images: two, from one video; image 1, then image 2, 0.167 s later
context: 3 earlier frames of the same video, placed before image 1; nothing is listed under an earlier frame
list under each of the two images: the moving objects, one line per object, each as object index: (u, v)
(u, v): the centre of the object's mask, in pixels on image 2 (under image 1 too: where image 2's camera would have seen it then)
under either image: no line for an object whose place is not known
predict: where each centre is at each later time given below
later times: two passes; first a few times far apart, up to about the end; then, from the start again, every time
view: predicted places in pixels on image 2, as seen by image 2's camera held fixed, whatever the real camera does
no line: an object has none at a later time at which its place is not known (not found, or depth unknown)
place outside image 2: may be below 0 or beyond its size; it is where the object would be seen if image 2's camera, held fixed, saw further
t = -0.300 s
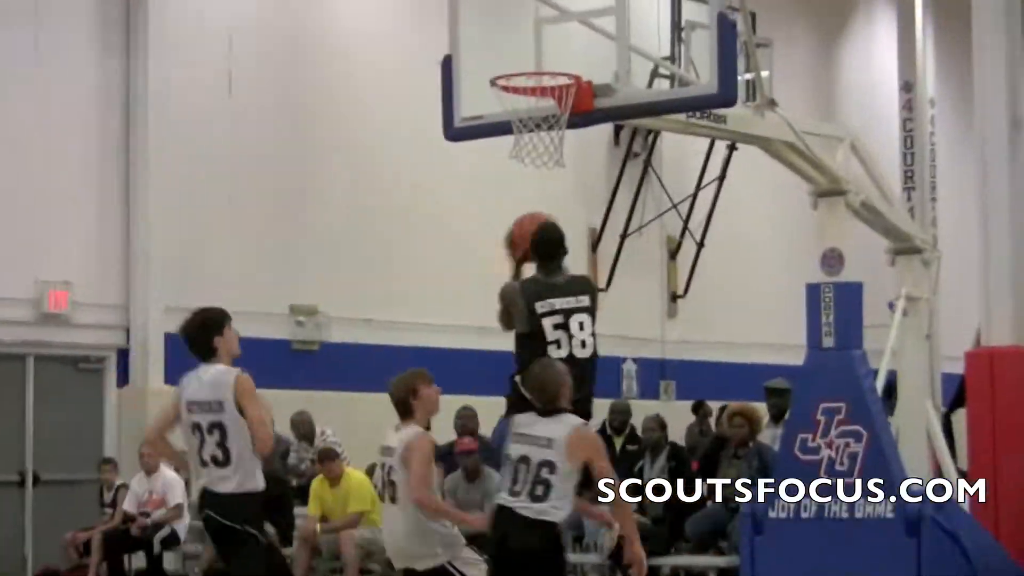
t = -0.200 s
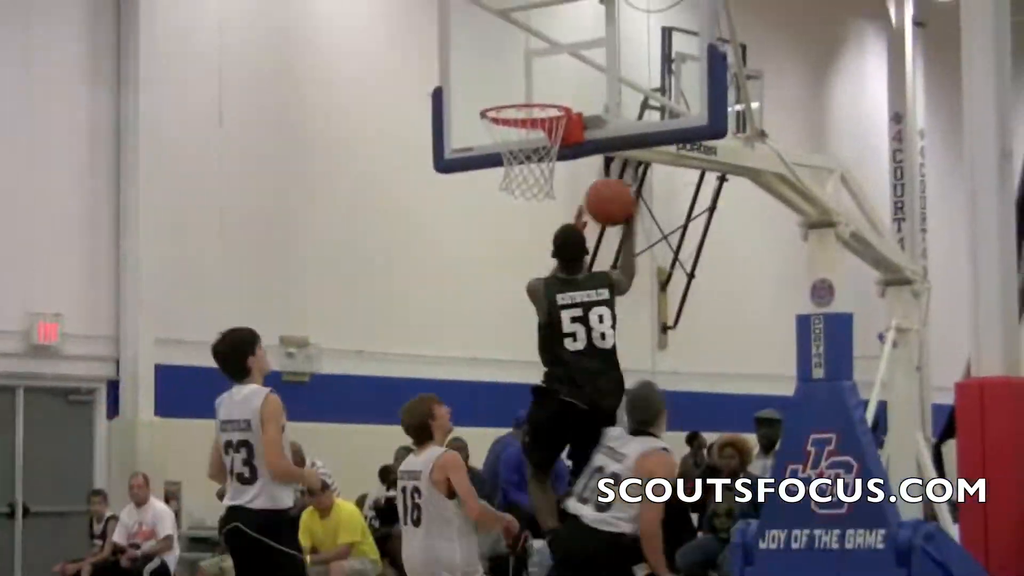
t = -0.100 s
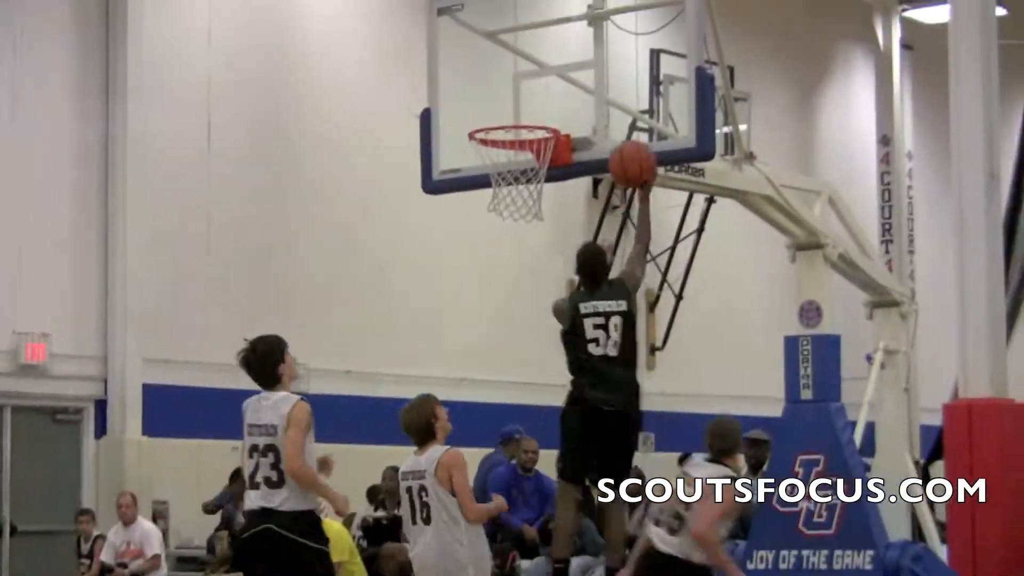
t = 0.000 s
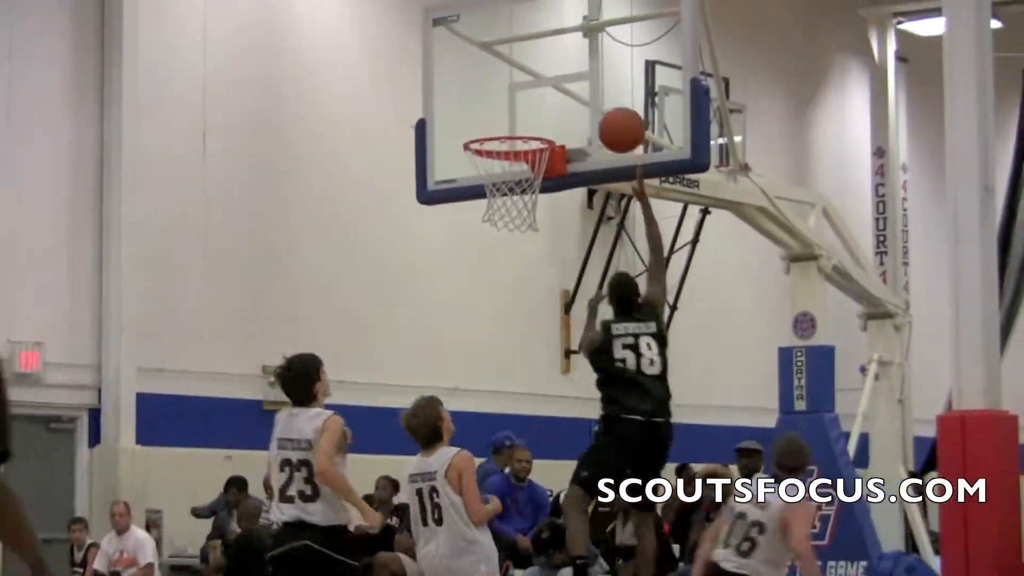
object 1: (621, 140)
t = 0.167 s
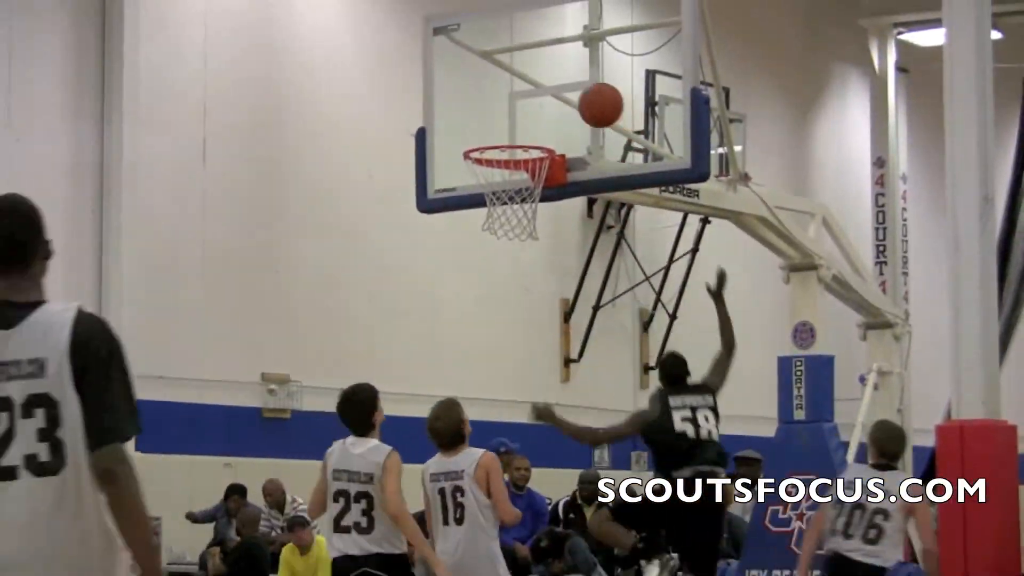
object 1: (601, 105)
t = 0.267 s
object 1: (569, 97)
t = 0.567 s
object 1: (502, 156)
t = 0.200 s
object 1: (590, 101)
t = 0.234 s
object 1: (579, 98)
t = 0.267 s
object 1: (569, 97)
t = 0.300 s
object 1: (558, 98)
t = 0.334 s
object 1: (547, 102)
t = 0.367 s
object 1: (537, 107)
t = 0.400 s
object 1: (526, 114)
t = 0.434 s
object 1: (515, 124)
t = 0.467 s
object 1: (505, 135)
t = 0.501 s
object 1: (503, 141)
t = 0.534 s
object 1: (503, 148)
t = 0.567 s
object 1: (502, 156)
